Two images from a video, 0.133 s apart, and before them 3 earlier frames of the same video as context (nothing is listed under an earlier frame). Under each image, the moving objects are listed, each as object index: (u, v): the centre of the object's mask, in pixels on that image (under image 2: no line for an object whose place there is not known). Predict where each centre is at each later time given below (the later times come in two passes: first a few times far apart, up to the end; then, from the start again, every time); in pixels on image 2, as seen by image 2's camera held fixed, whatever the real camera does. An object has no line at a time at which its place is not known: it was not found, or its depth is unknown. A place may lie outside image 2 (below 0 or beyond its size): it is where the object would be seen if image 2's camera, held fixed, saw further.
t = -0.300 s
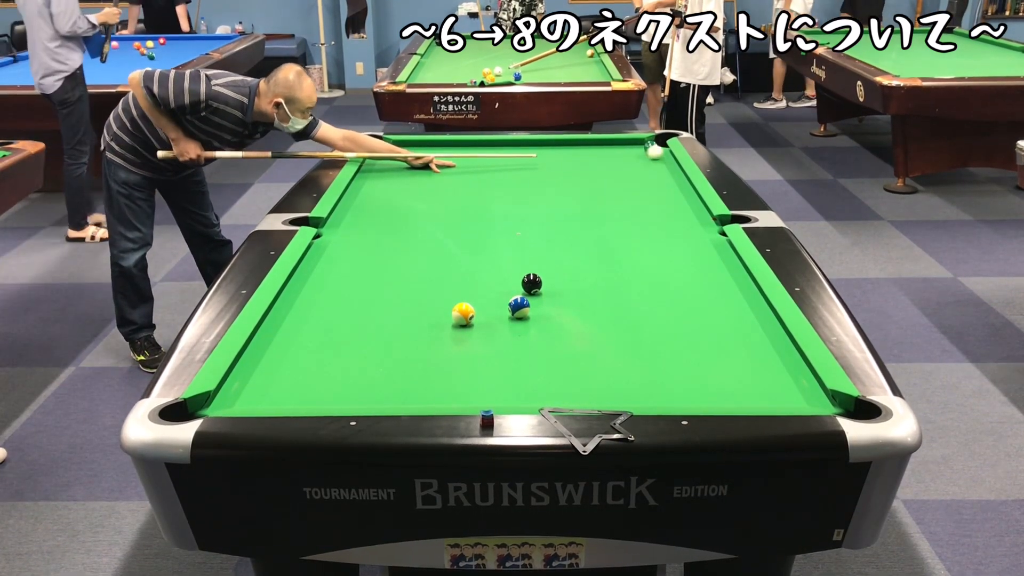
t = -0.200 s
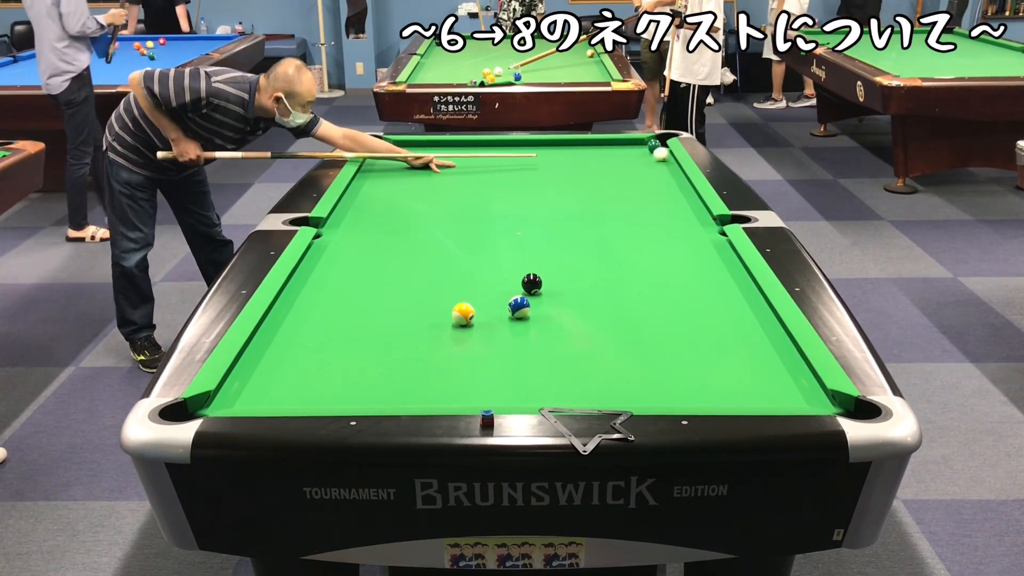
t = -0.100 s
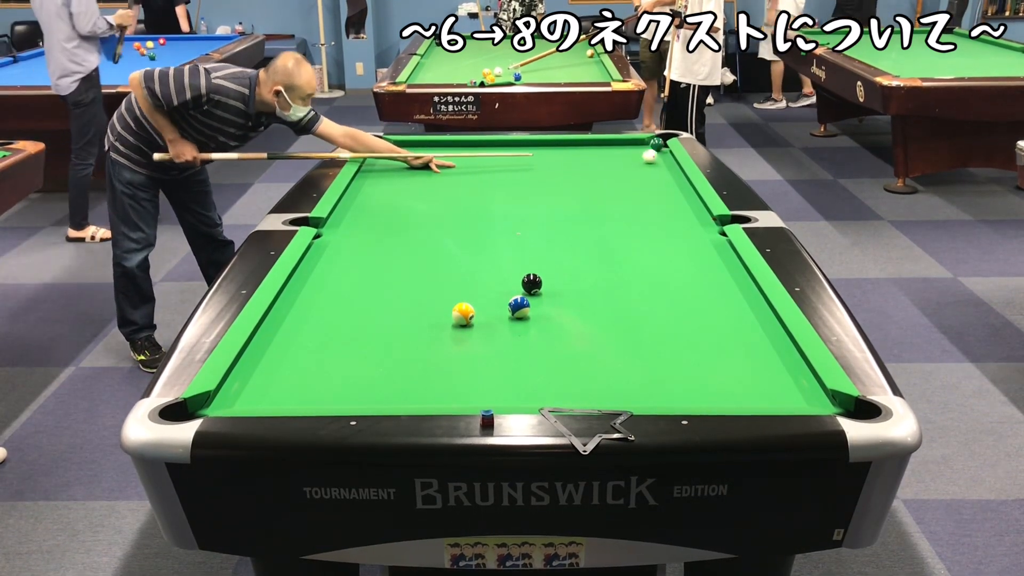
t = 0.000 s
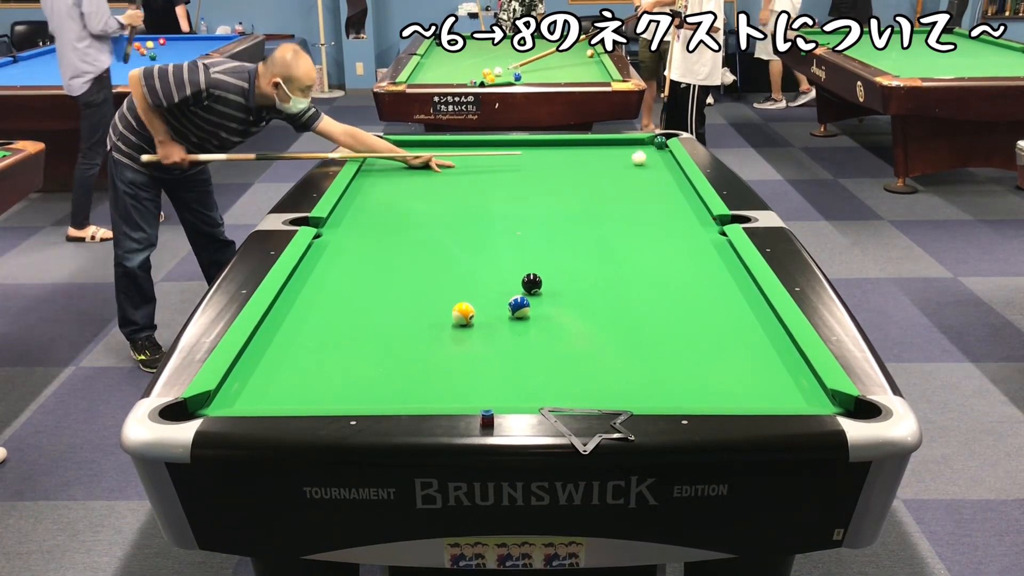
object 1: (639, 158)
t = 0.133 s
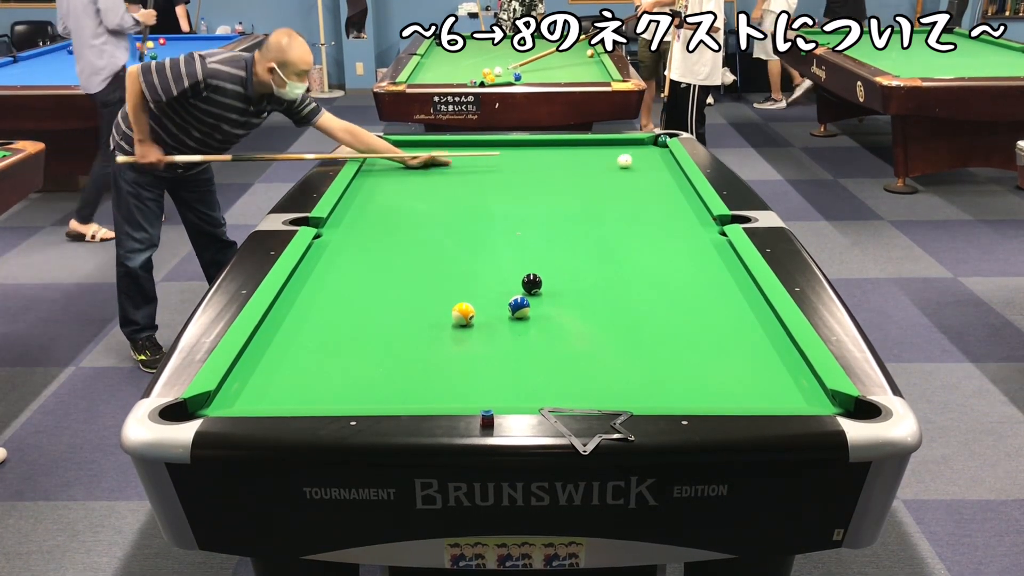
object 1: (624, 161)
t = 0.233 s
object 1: (613, 163)
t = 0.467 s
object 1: (589, 167)
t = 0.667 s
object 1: (568, 171)
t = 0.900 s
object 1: (543, 175)
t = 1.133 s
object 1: (519, 180)
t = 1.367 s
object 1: (495, 184)
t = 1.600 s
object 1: (472, 188)
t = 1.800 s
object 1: (453, 191)
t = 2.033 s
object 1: (430, 195)
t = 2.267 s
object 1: (409, 199)
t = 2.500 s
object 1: (388, 202)
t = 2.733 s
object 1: (368, 206)
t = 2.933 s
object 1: (351, 209)
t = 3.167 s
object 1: (342, 211)
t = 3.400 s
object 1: (349, 213)
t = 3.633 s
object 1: (356, 214)
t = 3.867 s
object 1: (362, 215)
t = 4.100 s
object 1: (366, 216)
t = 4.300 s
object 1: (370, 217)
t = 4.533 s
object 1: (372, 217)
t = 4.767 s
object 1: (374, 218)
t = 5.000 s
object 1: (374, 218)
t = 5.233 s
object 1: (374, 218)
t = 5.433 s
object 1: (375, 218)
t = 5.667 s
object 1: (374, 218)
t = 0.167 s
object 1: (621, 161)
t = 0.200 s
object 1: (617, 162)
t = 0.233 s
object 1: (613, 163)
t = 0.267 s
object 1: (610, 163)
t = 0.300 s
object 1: (606, 164)
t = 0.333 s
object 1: (603, 164)
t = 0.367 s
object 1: (599, 166)
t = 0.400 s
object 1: (596, 166)
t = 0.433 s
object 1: (593, 166)
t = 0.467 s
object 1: (589, 167)
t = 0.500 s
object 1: (585, 168)
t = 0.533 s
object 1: (582, 168)
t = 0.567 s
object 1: (578, 169)
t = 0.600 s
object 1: (575, 170)
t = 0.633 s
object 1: (571, 170)
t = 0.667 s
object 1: (568, 171)
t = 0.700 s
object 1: (564, 172)
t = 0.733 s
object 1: (561, 172)
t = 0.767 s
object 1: (557, 173)
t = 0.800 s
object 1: (553, 174)
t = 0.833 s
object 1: (550, 174)
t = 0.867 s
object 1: (547, 175)
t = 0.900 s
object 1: (543, 175)
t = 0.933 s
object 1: (540, 176)
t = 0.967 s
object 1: (536, 177)
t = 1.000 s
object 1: (533, 177)
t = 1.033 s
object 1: (529, 178)
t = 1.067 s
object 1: (526, 178)
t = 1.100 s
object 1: (523, 179)
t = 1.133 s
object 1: (519, 180)
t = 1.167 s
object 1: (516, 180)
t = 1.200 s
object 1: (512, 181)
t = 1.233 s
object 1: (509, 181)
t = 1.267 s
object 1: (506, 182)
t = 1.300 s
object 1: (502, 183)
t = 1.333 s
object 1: (499, 183)
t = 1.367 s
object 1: (495, 184)
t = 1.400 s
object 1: (492, 185)
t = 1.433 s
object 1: (489, 185)
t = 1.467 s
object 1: (486, 186)
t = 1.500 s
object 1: (482, 186)
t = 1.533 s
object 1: (479, 187)
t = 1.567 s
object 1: (476, 187)
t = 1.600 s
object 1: (472, 188)
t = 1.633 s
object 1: (469, 188)
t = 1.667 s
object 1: (466, 189)
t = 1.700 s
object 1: (463, 189)
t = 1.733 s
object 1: (459, 190)
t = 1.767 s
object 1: (456, 191)
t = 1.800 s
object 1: (453, 191)
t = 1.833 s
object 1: (450, 192)
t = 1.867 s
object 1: (447, 193)
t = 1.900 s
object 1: (443, 193)
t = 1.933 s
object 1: (440, 194)
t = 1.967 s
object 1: (437, 194)
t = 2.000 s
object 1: (434, 195)
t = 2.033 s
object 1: (430, 195)
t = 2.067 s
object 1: (427, 196)
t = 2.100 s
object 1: (424, 196)
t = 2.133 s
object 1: (421, 197)
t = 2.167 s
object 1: (418, 197)
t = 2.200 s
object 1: (415, 198)
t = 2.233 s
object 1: (412, 198)
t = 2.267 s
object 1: (409, 199)
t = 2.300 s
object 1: (406, 199)
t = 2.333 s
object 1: (403, 200)
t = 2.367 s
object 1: (400, 200)
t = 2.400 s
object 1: (397, 201)
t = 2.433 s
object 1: (394, 202)
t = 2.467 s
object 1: (391, 202)
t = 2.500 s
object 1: (388, 202)
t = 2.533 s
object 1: (385, 203)
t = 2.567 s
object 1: (382, 203)
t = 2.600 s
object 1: (379, 204)
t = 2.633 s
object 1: (376, 204)
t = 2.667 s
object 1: (373, 205)
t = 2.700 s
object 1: (371, 205)
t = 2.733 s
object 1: (368, 206)
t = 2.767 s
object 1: (365, 206)
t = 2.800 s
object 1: (362, 206)
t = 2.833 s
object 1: (359, 207)
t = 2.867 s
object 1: (357, 208)
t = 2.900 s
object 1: (354, 208)
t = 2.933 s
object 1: (351, 209)
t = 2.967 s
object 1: (348, 209)
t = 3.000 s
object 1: (345, 210)
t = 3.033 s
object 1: (343, 210)
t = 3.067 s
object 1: (340, 210)
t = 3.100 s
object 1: (340, 211)
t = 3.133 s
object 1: (341, 211)
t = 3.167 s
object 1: (342, 211)
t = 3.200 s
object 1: (343, 212)
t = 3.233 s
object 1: (344, 212)
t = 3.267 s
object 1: (345, 212)
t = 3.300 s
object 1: (346, 212)
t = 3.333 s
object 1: (347, 213)
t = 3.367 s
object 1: (348, 213)
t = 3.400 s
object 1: (349, 213)
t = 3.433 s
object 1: (350, 213)
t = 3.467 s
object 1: (351, 213)
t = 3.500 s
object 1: (352, 213)
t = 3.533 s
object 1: (353, 214)
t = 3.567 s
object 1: (354, 214)
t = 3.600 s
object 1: (355, 214)
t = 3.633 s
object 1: (356, 214)
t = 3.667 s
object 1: (357, 215)
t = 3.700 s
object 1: (358, 214)
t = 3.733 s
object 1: (358, 215)
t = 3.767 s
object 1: (359, 215)
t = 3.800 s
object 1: (360, 215)
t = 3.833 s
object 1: (361, 215)
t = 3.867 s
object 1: (362, 215)
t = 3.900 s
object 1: (362, 216)
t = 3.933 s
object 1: (363, 215)
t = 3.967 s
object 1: (364, 216)
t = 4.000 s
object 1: (364, 216)
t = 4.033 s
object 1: (365, 216)
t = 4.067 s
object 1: (366, 216)
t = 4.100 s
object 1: (366, 216)
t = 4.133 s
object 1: (367, 216)
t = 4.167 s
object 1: (367, 216)
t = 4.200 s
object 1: (368, 217)
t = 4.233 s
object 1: (368, 217)
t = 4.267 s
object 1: (369, 217)
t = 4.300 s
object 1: (370, 217)
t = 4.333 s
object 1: (370, 217)
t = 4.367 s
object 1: (370, 217)
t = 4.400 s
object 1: (371, 217)
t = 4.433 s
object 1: (371, 217)
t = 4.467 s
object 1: (371, 217)
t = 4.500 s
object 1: (372, 218)
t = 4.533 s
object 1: (372, 217)
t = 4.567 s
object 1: (372, 218)
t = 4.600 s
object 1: (372, 218)
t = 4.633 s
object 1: (373, 218)
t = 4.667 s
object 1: (373, 218)
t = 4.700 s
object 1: (373, 218)
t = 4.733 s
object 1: (373, 218)
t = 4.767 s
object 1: (374, 218)
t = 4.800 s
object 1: (374, 218)
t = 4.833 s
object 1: (374, 218)
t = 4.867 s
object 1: (374, 218)
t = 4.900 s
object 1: (374, 218)
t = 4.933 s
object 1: (374, 218)
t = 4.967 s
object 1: (374, 218)
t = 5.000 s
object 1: (374, 218)
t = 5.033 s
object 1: (374, 218)
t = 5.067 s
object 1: (374, 218)
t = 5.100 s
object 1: (375, 218)
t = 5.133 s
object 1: (374, 218)
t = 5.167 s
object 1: (375, 218)
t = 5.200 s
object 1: (375, 218)
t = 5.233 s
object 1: (374, 218)
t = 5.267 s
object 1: (374, 218)
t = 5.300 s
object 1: (374, 218)
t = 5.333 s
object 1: (374, 218)
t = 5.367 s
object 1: (374, 218)
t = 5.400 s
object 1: (374, 218)
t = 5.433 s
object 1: (375, 218)
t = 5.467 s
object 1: (374, 218)
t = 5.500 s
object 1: (374, 218)
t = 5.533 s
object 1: (374, 218)
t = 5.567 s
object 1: (374, 218)
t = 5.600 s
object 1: (374, 218)
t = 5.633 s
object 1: (374, 218)
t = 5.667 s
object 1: (374, 218)
